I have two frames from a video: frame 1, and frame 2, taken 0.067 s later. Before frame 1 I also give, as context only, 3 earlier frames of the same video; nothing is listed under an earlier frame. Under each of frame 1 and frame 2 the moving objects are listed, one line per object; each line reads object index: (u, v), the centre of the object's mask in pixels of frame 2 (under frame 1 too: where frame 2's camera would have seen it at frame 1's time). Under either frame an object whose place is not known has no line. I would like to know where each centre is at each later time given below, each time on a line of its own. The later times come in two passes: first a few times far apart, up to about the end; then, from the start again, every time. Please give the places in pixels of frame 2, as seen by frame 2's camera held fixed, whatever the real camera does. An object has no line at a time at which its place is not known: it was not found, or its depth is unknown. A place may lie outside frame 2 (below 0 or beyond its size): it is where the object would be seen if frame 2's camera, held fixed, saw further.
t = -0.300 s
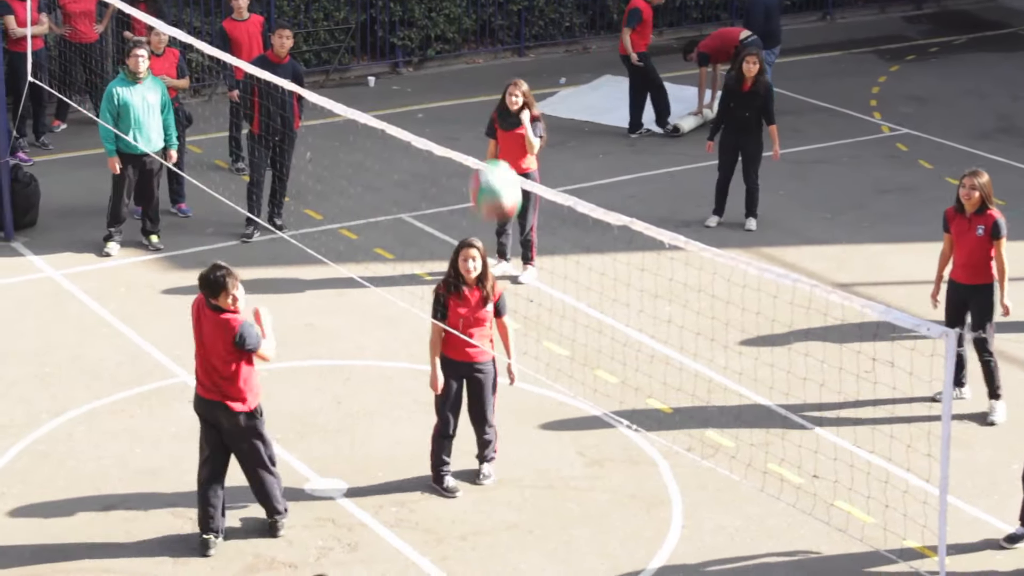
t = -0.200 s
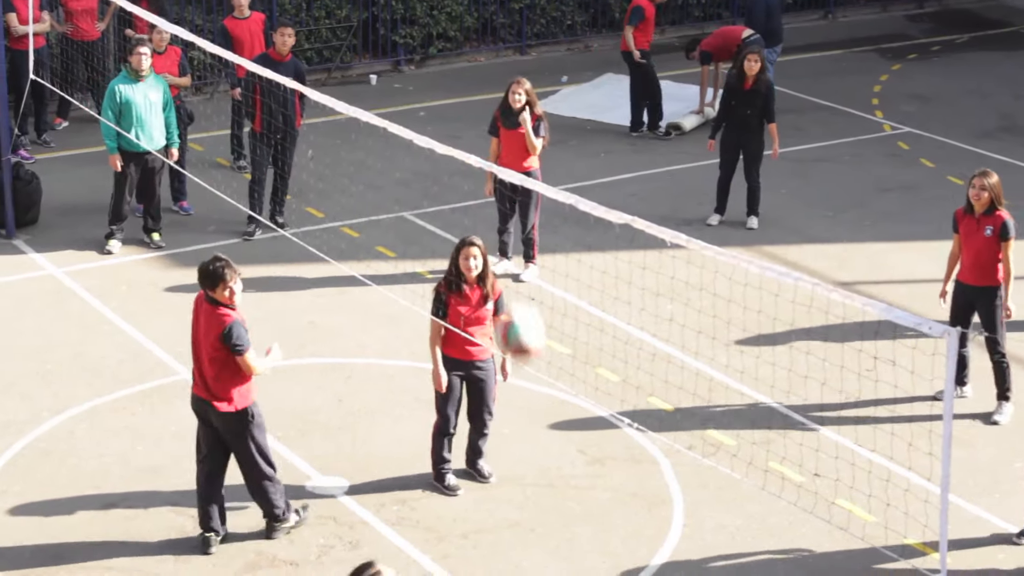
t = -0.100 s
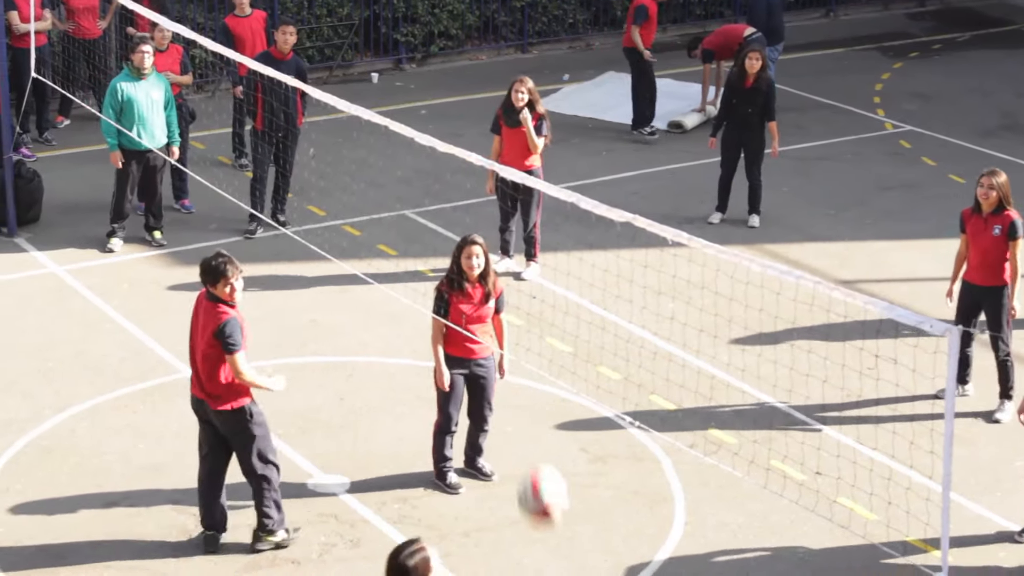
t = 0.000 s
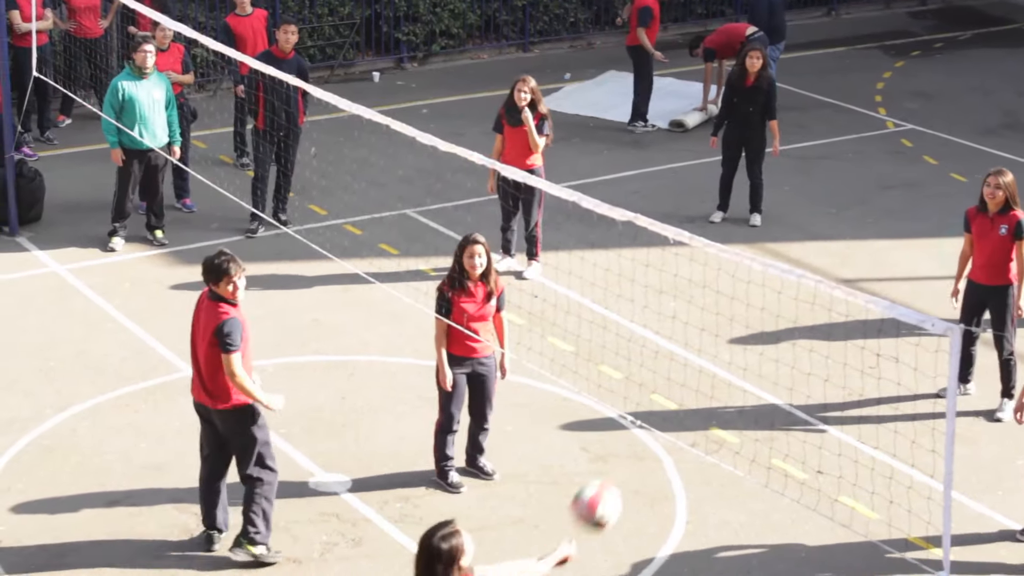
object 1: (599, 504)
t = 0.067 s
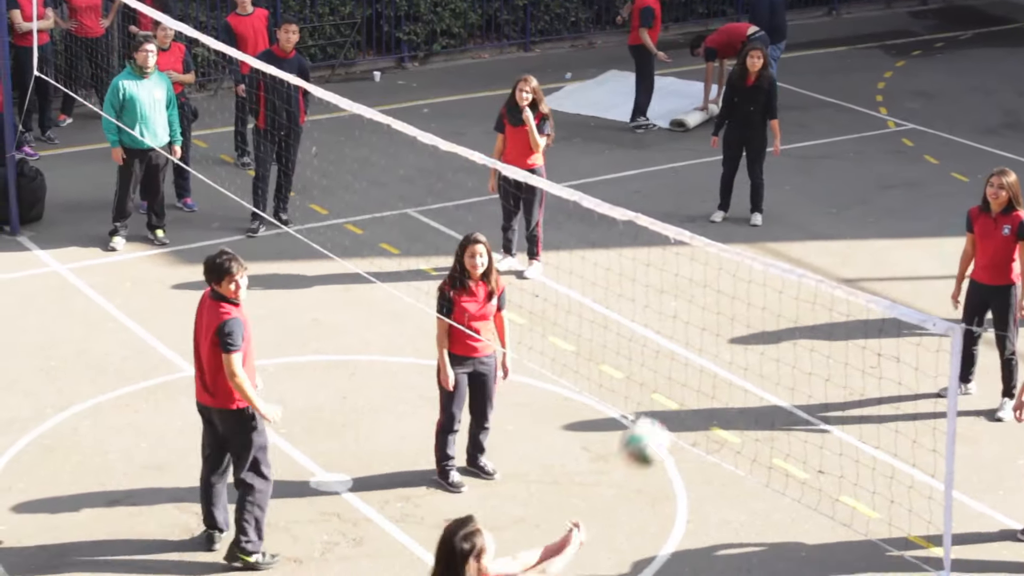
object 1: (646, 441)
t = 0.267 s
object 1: (764, 328)
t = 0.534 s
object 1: (871, 309)
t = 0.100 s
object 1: (668, 416)
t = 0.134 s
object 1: (690, 392)
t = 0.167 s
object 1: (709, 372)
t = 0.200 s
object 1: (728, 354)
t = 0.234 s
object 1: (746, 340)
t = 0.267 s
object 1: (764, 328)
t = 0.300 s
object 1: (780, 319)
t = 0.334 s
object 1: (796, 311)
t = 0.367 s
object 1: (810, 306)
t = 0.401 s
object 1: (824, 302)
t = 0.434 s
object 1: (834, 304)
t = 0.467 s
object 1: (848, 301)
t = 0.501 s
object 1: (860, 303)
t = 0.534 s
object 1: (871, 309)
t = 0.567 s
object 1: (879, 319)
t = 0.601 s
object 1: (890, 326)
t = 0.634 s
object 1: (899, 331)
